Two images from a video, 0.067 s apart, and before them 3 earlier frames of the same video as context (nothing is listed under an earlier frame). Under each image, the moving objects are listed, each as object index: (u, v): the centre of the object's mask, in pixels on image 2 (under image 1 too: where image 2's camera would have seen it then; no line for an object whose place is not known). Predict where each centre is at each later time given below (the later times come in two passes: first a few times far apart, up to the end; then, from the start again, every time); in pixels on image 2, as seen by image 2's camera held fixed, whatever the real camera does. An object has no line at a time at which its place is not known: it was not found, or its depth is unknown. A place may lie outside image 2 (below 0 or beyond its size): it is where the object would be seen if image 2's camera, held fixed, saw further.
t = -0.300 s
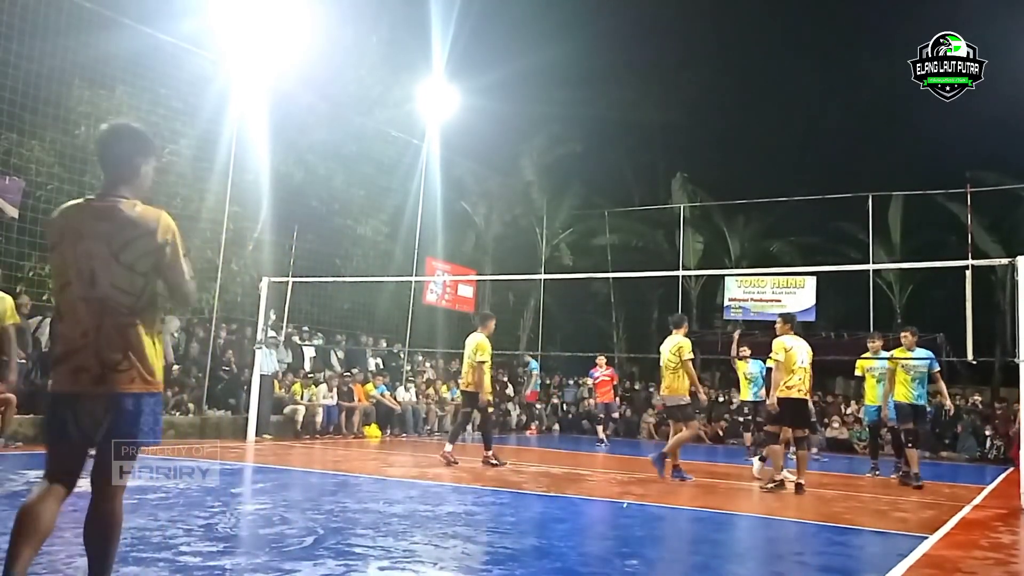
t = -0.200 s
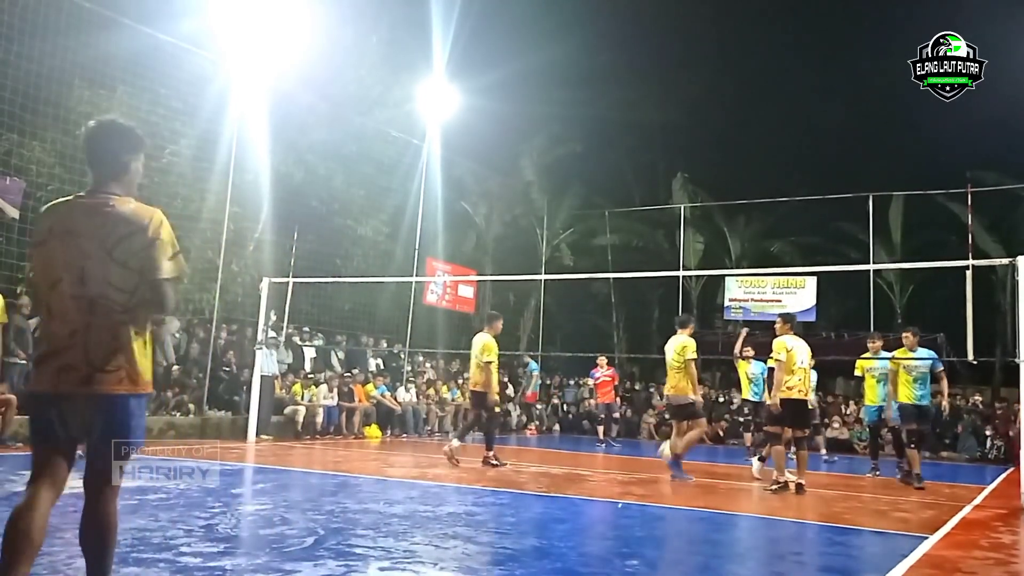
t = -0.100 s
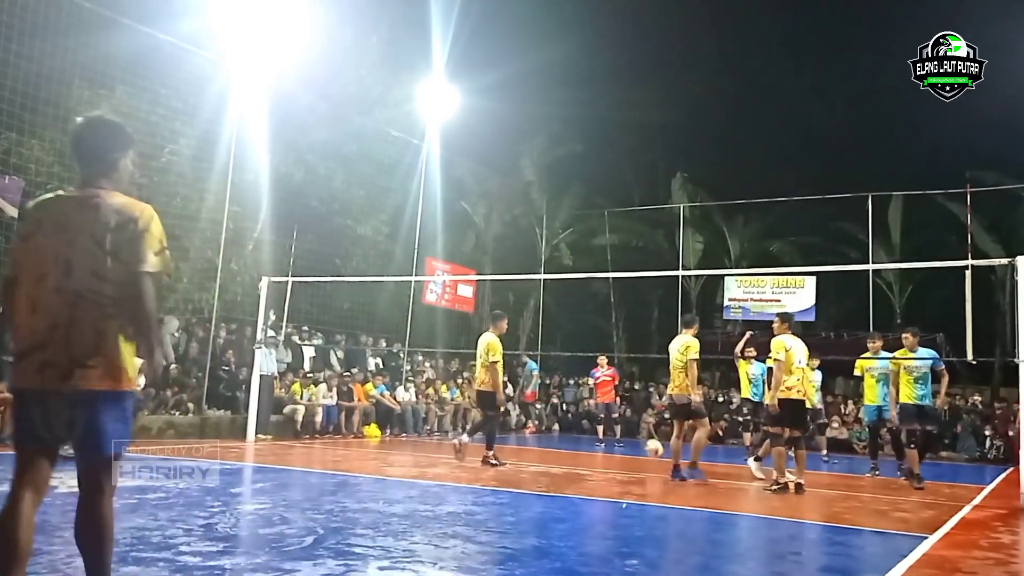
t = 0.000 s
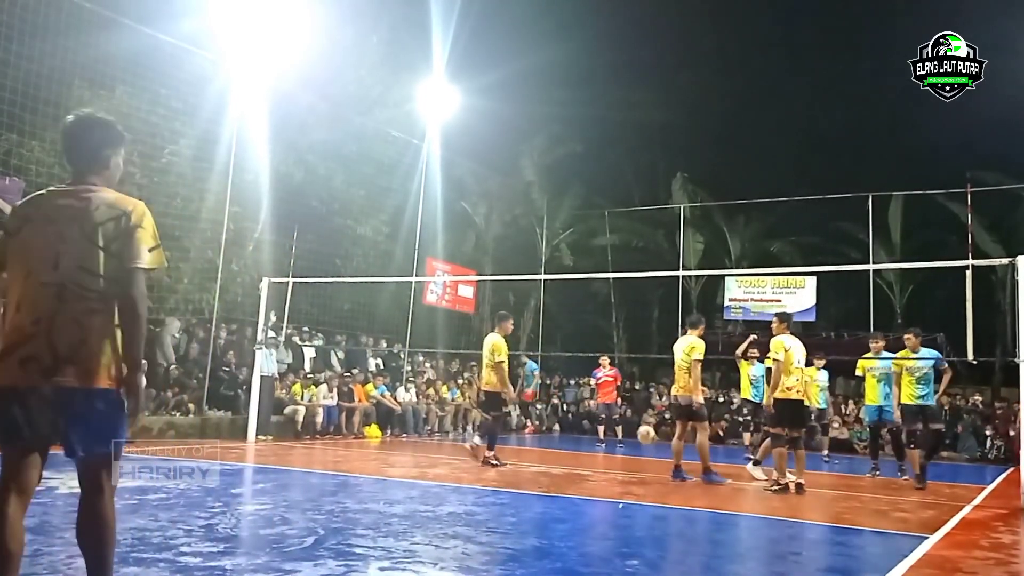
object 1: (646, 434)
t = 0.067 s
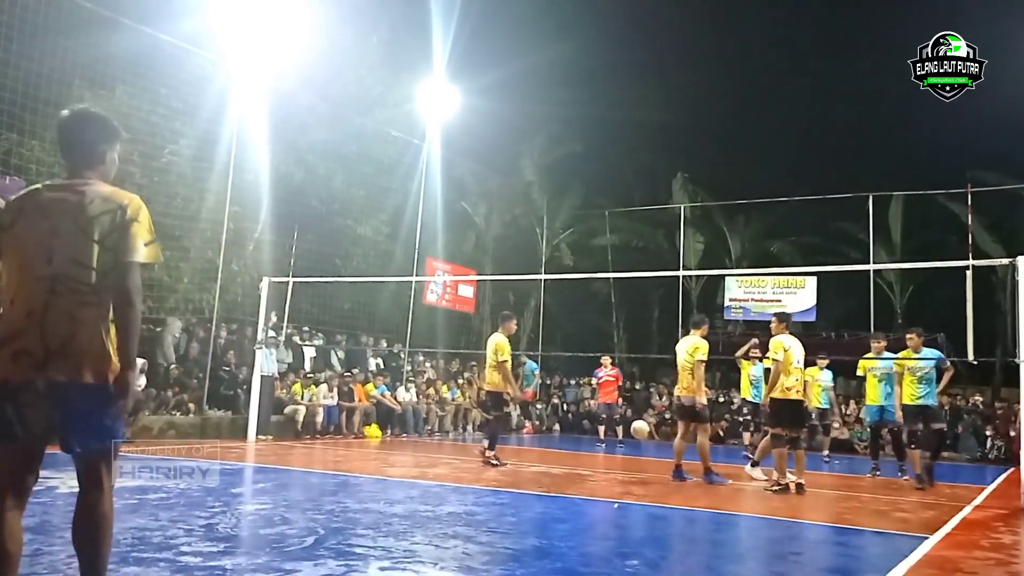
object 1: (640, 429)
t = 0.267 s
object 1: (617, 436)
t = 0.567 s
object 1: (574, 451)
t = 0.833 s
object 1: (518, 462)
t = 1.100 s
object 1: (437, 478)
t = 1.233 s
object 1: (384, 482)
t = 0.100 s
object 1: (637, 428)
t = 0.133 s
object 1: (633, 428)
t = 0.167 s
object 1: (629, 429)
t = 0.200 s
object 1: (626, 430)
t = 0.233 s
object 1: (622, 432)
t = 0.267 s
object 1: (617, 436)
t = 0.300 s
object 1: (614, 441)
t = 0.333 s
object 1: (609, 447)
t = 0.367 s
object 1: (605, 455)
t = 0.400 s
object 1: (601, 466)
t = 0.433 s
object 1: (596, 476)
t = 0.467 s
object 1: (591, 471)
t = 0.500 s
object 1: (586, 464)
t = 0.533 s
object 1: (581, 458)
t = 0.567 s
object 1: (574, 451)
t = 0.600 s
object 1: (569, 449)
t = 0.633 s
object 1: (562, 447)
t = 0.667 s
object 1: (556, 446)
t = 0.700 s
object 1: (549, 446)
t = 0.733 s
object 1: (542, 449)
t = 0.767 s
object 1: (534, 452)
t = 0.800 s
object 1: (527, 456)
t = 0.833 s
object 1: (518, 462)
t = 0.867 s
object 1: (509, 471)
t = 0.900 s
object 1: (501, 480)
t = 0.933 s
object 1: (490, 491)
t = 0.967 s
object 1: (479, 500)
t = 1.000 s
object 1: (469, 492)
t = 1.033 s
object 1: (459, 486)
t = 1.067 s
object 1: (449, 482)
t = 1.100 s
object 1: (437, 478)
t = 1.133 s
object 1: (425, 477)
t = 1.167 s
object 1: (411, 477)
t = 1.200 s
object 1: (398, 478)
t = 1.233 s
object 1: (384, 482)
